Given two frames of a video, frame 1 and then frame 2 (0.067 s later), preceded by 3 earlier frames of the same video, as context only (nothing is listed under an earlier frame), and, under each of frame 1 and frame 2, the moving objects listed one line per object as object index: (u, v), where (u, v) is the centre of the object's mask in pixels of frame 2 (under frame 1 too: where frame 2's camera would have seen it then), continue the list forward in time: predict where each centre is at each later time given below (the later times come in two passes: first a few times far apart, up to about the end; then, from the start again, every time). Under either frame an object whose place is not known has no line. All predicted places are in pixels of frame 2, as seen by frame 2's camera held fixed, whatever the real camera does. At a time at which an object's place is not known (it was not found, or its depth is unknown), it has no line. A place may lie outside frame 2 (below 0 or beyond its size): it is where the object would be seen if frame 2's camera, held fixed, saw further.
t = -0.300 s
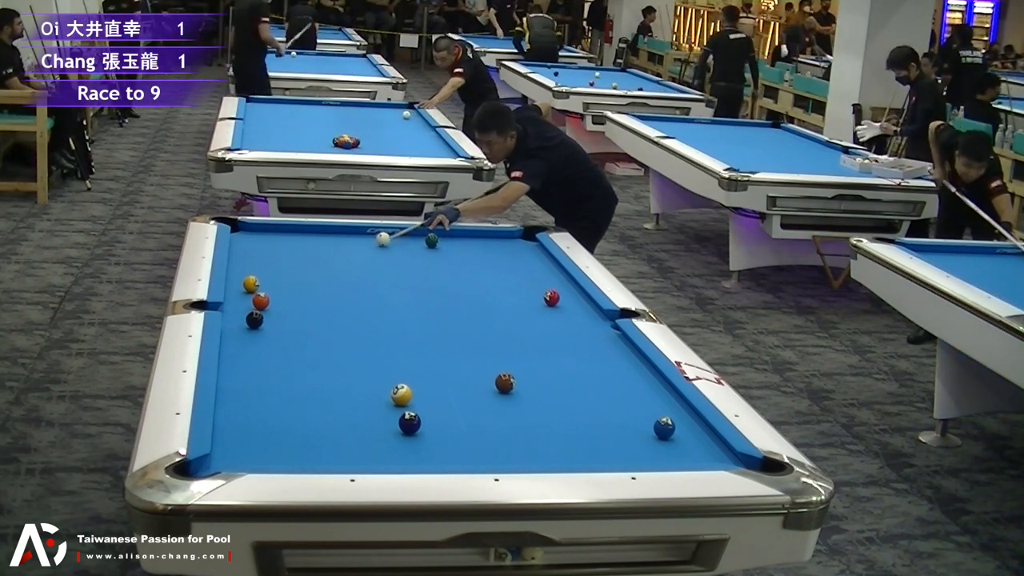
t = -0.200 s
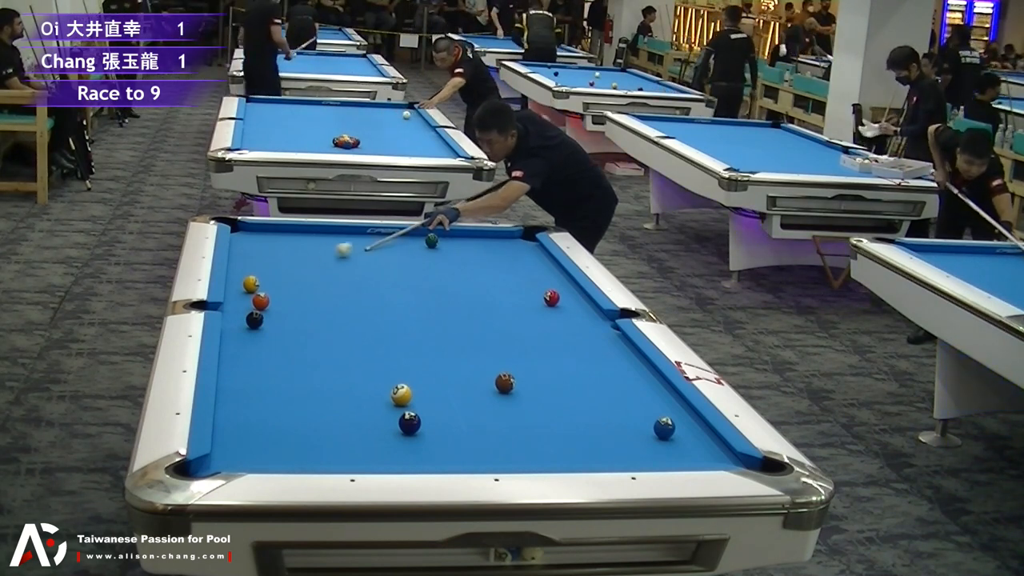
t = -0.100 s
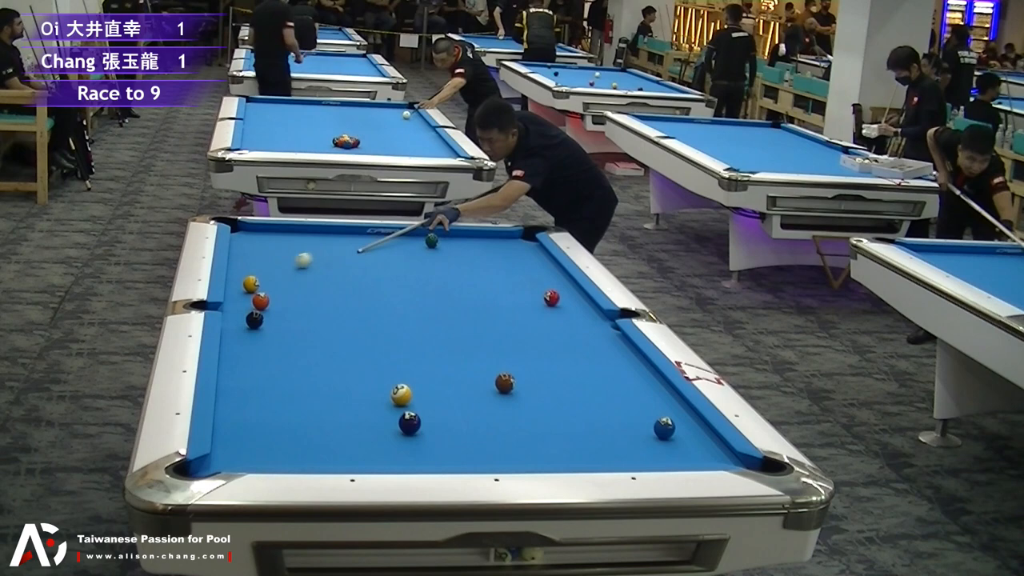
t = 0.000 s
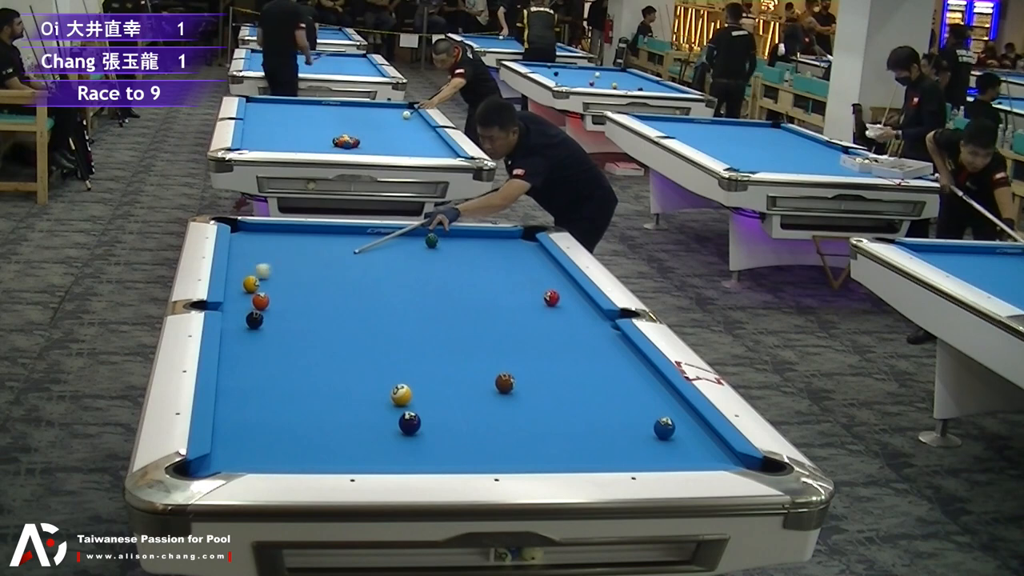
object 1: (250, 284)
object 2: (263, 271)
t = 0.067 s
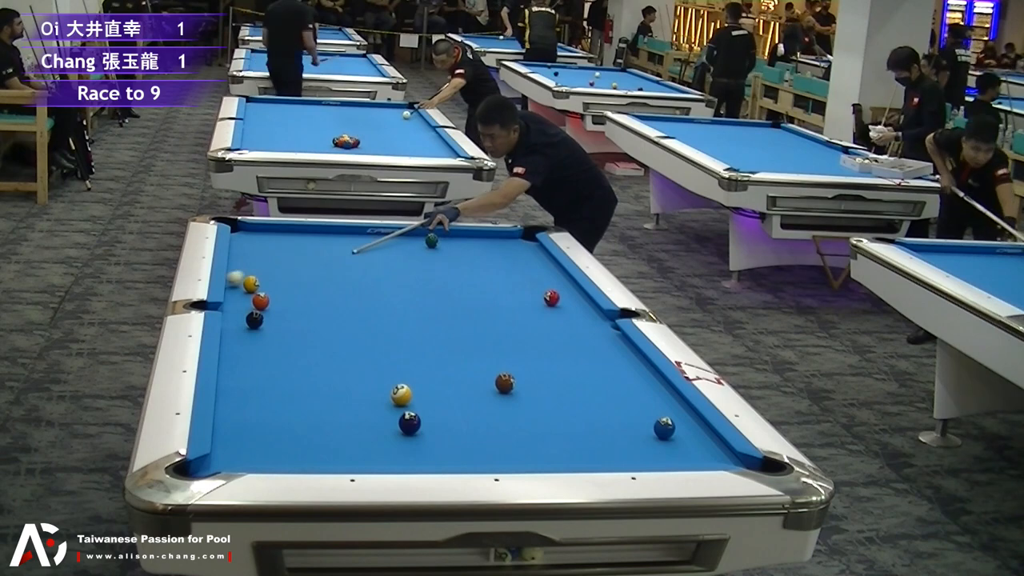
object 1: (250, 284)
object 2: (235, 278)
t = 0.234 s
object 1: (294, 293)
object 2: (234, 283)
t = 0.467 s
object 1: (355, 306)
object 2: (233, 285)
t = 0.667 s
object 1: (408, 316)
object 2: (235, 286)
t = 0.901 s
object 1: (470, 329)
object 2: (236, 288)
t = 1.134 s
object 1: (533, 342)
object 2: (238, 289)
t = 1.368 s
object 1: (599, 355)
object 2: (238, 290)
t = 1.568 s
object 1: (639, 365)
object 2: (238, 291)
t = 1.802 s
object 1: (618, 373)
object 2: (238, 292)
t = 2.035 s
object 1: (600, 381)
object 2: (238, 292)
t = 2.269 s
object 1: (581, 389)
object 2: (237, 292)
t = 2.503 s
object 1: (563, 396)
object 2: (237, 292)
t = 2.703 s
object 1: (547, 403)
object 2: (237, 292)
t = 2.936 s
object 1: (529, 410)
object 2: (237, 292)
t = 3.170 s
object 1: (512, 417)
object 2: (237, 292)
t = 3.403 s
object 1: (494, 424)
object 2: (237, 292)
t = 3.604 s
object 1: (481, 430)
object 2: (237, 292)
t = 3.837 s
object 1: (464, 437)
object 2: (237, 292)
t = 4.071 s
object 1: (449, 443)
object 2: (237, 292)
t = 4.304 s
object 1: (435, 449)
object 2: (237, 292)
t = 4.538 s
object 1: (420, 453)
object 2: (237, 292)
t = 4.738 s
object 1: (409, 456)
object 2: (237, 292)
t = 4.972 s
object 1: (398, 458)
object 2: (237, 292)
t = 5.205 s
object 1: (388, 461)
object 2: (237, 292)
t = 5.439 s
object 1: (380, 460)
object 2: (237, 292)
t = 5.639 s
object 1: (375, 459)
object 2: (237, 292)
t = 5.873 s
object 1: (371, 458)
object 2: (237, 292)
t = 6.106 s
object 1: (369, 458)
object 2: (237, 292)
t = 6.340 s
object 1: (369, 458)
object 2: (237, 292)
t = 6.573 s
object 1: (369, 458)
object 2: (237, 292)
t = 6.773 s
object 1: (369, 458)
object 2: (237, 292)
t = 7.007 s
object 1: (369, 458)
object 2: (237, 292)
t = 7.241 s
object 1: (369, 458)
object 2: (237, 292)
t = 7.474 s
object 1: (369, 458)
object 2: (237, 292)
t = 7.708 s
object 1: (369, 458)
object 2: (237, 292)
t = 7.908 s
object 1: (369, 458)
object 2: (237, 292)
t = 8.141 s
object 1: (369, 458)
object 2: (237, 292)
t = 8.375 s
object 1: (369, 458)
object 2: (237, 292)
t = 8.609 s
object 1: (369, 458)
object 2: (237, 292)
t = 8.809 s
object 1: (369, 458)
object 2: (237, 292)
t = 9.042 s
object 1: (369, 458)
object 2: (237, 292)
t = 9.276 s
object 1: (369, 458)
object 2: (237, 292)
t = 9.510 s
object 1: (369, 458)
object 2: (237, 292)
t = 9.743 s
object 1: (369, 458)
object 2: (237, 292)
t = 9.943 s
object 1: (369, 458)
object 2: (237, 292)
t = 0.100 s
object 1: (251, 284)
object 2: (236, 281)
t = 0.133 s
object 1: (263, 285)
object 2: (236, 282)
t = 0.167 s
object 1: (274, 289)
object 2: (235, 282)
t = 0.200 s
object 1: (284, 291)
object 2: (234, 283)
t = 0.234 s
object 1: (294, 293)
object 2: (234, 283)
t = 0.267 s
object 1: (304, 295)
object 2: (234, 283)
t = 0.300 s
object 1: (313, 297)
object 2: (233, 283)
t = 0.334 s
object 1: (322, 299)
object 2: (233, 284)
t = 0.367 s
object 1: (329, 300)
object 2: (233, 284)
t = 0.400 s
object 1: (338, 302)
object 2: (233, 284)
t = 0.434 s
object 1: (347, 304)
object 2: (233, 285)
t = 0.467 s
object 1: (355, 306)
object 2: (233, 285)
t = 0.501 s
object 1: (364, 308)
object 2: (234, 285)
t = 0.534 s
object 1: (372, 309)
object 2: (234, 285)
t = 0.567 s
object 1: (381, 311)
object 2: (234, 286)
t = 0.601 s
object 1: (390, 313)
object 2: (234, 286)
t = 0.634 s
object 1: (399, 315)
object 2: (235, 286)
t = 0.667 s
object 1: (408, 316)
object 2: (235, 286)
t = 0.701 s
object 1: (416, 318)
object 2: (235, 287)
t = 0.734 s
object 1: (425, 320)
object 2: (235, 287)
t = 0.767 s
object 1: (434, 322)
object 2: (235, 287)
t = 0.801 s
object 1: (443, 324)
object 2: (236, 287)
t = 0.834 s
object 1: (452, 326)
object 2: (236, 288)
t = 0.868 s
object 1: (461, 327)
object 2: (236, 288)
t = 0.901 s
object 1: (470, 329)
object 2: (236, 288)
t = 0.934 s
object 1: (479, 331)
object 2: (237, 289)
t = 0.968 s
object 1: (488, 333)
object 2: (237, 289)
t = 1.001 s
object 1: (497, 335)
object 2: (237, 289)
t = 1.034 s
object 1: (506, 336)
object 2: (237, 289)
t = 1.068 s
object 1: (515, 338)
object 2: (237, 289)
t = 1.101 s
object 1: (524, 340)
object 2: (237, 290)
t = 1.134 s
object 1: (533, 342)
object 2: (238, 289)
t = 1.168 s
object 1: (543, 344)
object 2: (238, 290)
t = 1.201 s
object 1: (552, 346)
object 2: (238, 290)
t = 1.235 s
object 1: (561, 348)
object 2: (238, 290)
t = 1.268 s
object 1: (570, 350)
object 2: (238, 290)
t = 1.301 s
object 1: (580, 351)
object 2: (238, 290)
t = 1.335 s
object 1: (589, 353)
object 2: (238, 290)
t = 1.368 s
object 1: (599, 355)
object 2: (238, 290)
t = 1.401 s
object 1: (608, 357)
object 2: (238, 290)
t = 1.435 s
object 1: (617, 359)
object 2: (238, 291)
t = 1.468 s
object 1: (627, 360)
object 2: (238, 291)
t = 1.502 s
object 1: (636, 362)
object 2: (238, 291)
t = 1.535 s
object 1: (643, 364)
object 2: (238, 291)
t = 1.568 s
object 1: (639, 365)
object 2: (238, 291)
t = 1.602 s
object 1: (636, 366)
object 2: (238, 291)
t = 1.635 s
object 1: (632, 368)
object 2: (238, 291)
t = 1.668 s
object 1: (629, 369)
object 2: (238, 291)
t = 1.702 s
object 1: (626, 370)
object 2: (238, 291)
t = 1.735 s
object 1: (623, 371)
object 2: (238, 291)
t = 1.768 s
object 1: (621, 372)
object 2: (238, 292)
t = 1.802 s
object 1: (618, 373)
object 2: (238, 292)
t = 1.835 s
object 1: (616, 374)
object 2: (238, 292)
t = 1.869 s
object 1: (613, 375)
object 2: (238, 292)
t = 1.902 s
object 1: (610, 377)
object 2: (238, 292)
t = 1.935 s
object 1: (608, 378)
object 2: (238, 292)
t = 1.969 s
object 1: (605, 379)
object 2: (238, 292)
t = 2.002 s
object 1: (603, 380)
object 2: (237, 292)
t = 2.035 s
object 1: (600, 381)
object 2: (238, 292)
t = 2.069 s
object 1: (597, 382)
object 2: (237, 292)
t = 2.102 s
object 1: (594, 383)
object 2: (237, 292)
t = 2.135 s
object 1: (592, 384)
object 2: (237, 292)
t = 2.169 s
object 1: (589, 385)
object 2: (237, 292)
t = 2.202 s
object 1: (586, 386)
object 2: (237, 292)
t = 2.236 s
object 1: (584, 388)
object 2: (237, 292)
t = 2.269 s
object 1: (581, 389)
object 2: (237, 292)
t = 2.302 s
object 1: (578, 390)
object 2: (237, 292)
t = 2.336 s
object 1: (576, 391)
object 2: (237, 292)
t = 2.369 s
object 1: (573, 392)
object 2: (237, 292)
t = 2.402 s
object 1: (570, 393)
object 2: (237, 292)
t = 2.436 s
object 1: (568, 394)
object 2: (237, 292)
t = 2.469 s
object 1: (565, 395)
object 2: (237, 292)
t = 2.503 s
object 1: (563, 396)
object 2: (237, 292)
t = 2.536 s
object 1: (560, 397)
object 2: (237, 292)
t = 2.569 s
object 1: (558, 398)
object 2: (237, 292)
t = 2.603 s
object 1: (555, 399)
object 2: (237, 292)
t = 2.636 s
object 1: (552, 400)
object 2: (237, 292)
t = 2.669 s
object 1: (550, 402)
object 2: (237, 292)
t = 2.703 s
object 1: (547, 403)
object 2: (237, 292)
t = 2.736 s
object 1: (544, 404)
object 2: (237, 292)
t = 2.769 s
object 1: (542, 405)
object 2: (237, 292)
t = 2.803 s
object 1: (539, 406)
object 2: (237, 292)
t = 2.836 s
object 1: (536, 407)
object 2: (237, 292)
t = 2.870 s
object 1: (534, 408)
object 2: (237, 292)
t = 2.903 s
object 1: (531, 409)
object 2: (237, 292)
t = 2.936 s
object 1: (529, 410)
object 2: (237, 292)
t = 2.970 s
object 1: (526, 411)
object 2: (237, 292)
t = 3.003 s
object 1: (524, 412)
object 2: (237, 292)
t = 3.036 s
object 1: (521, 413)
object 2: (237, 292)
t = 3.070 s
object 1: (519, 414)
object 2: (237, 292)
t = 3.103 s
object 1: (516, 415)
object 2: (237, 292)
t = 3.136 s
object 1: (514, 416)
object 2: (237, 292)
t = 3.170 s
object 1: (512, 417)
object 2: (237, 292)
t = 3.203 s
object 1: (509, 419)
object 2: (237, 292)
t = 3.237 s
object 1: (507, 419)
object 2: (237, 292)
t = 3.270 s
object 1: (504, 420)
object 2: (237, 292)
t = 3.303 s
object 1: (502, 421)
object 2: (237, 292)
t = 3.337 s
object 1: (499, 422)
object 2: (237, 292)
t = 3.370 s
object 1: (497, 423)
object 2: (237, 292)
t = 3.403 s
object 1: (494, 424)
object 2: (237, 292)
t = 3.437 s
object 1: (492, 425)
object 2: (237, 292)
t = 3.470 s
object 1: (490, 426)
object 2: (237, 292)
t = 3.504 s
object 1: (487, 427)
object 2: (237, 292)
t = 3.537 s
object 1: (485, 428)
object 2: (237, 292)
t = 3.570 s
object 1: (483, 429)
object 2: (237, 292)
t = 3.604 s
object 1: (481, 430)
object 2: (237, 292)
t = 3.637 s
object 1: (478, 431)
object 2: (237, 292)
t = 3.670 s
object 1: (476, 432)
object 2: (237, 292)
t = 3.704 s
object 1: (473, 433)
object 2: (237, 292)
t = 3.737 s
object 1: (471, 434)
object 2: (237, 292)
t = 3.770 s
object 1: (469, 435)
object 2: (237, 292)
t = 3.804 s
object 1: (466, 436)
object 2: (237, 292)
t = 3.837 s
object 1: (464, 437)
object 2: (237, 292)
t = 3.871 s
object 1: (462, 438)
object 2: (237, 292)
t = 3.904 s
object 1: (460, 438)
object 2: (237, 292)
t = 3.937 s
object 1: (457, 439)
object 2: (237, 292)
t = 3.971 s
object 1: (455, 440)
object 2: (237, 292)
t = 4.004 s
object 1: (453, 441)
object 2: (237, 292)
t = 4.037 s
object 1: (451, 442)
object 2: (237, 292)
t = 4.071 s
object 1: (449, 443)
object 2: (237, 292)
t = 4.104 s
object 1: (447, 444)
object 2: (237, 292)
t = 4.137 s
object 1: (445, 445)
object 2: (237, 292)
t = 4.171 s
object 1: (443, 445)
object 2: (237, 292)
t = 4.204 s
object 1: (441, 446)
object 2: (237, 292)
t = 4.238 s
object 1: (439, 447)
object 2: (237, 292)
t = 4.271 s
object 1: (437, 448)
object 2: (237, 292)
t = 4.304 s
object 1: (435, 449)
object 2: (237, 292)
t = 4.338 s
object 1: (432, 449)
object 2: (237, 292)
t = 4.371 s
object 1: (430, 450)
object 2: (237, 292)
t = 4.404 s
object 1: (428, 451)
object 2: (237, 292)
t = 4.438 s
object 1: (426, 452)
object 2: (237, 292)
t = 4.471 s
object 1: (424, 452)
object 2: (237, 292)
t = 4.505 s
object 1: (422, 453)
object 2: (237, 292)
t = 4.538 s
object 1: (420, 453)
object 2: (237, 292)
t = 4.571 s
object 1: (419, 454)
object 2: (237, 292)
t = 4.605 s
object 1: (417, 454)
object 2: (237, 292)
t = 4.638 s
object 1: (415, 455)
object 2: (237, 292)
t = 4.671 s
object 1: (413, 455)
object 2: (237, 292)
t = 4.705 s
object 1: (412, 456)
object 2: (237, 292)
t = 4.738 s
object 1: (409, 456)
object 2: (237, 292)
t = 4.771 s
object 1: (408, 456)
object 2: (237, 292)
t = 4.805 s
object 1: (406, 457)
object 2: (237, 292)
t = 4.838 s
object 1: (404, 457)
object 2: (237, 292)
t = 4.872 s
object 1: (403, 457)
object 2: (237, 292)
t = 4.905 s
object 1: (401, 458)
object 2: (237, 292)
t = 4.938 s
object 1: (399, 458)
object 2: (237, 292)
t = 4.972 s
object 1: (398, 458)
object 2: (237, 292)
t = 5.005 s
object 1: (396, 459)
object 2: (237, 292)
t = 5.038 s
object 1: (395, 459)
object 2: (237, 292)
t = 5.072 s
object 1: (393, 460)
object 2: (237, 292)
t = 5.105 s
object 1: (392, 460)
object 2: (237, 292)
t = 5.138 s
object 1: (391, 460)
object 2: (237, 292)
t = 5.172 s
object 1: (389, 461)
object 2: (237, 292)
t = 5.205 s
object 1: (388, 461)
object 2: (237, 292)
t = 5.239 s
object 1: (386, 461)
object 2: (237, 292)
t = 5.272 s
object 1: (385, 461)
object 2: (237, 292)
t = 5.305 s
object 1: (384, 461)
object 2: (237, 292)
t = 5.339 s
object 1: (383, 460)
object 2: (237, 292)
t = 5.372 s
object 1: (382, 460)
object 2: (237, 292)
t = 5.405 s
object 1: (381, 460)
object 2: (237, 292)
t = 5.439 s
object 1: (380, 460)
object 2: (237, 292)
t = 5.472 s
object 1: (379, 460)
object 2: (237, 292)
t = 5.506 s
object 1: (378, 459)
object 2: (237, 292)
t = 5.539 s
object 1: (378, 459)
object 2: (237, 292)
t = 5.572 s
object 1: (377, 459)
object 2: (237, 292)
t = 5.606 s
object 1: (376, 459)
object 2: (237, 292)
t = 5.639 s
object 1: (375, 459)
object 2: (237, 292)
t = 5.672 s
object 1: (374, 459)
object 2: (237, 292)
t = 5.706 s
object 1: (374, 459)
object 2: (237, 292)
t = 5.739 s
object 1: (373, 459)
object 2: (237, 292)
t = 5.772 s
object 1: (372, 459)
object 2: (237, 292)
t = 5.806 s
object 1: (372, 459)
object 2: (237, 292)
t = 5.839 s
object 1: (371, 458)
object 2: (237, 292)
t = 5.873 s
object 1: (371, 458)
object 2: (237, 292)
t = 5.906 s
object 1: (370, 458)
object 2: (237, 292)
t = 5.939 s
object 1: (370, 458)
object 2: (237, 292)
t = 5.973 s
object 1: (370, 458)
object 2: (237, 292)
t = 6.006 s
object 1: (369, 458)
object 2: (237, 292)
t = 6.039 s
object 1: (369, 458)
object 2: (237, 292)
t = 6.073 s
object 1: (369, 458)
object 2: (237, 292)
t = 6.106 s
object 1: (369, 458)
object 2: (237, 292)
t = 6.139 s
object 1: (369, 458)
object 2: (237, 292)
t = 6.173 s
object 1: (369, 458)
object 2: (237, 292)
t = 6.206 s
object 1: (369, 458)
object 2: (237, 292)
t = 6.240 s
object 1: (369, 458)
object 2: (237, 292)
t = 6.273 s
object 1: (369, 458)
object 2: (237, 292)
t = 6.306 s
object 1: (369, 458)
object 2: (237, 292)
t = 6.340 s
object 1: (369, 458)
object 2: (237, 292)
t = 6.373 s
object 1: (369, 458)
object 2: (237, 292)
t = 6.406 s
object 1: (369, 458)
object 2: (237, 292)
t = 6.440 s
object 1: (369, 458)
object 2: (237, 292)
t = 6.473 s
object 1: (369, 458)
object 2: (237, 292)
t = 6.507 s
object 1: (369, 458)
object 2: (237, 292)
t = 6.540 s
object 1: (369, 458)
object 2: (237, 292)
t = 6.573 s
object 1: (369, 458)
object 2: (237, 292)
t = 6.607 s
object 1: (369, 458)
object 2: (237, 292)
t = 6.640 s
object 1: (369, 458)
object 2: (237, 292)
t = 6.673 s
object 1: (369, 458)
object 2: (237, 292)
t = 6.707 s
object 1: (369, 458)
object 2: (237, 292)
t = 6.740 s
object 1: (369, 458)
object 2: (237, 292)
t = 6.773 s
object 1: (369, 458)
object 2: (237, 292)
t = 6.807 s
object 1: (369, 458)
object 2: (237, 292)
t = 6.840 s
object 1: (369, 458)
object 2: (237, 292)
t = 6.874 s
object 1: (369, 458)
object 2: (237, 292)
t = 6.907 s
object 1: (369, 458)
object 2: (237, 292)
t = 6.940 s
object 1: (369, 458)
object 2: (237, 292)
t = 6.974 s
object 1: (369, 458)
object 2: (237, 292)
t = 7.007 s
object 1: (369, 458)
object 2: (237, 292)
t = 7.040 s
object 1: (369, 458)
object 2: (237, 292)
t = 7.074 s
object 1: (369, 458)
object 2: (237, 292)
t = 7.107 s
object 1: (369, 458)
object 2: (237, 292)
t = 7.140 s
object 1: (369, 458)
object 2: (237, 292)
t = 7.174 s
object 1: (369, 458)
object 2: (237, 292)
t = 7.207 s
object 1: (369, 458)
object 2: (237, 292)
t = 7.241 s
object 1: (369, 458)
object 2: (237, 292)
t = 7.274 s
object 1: (369, 458)
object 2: (237, 292)
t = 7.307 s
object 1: (369, 458)
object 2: (237, 292)
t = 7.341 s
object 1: (369, 458)
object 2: (237, 292)
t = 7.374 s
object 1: (369, 458)
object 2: (237, 292)
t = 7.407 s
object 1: (369, 458)
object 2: (237, 292)
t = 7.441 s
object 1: (369, 458)
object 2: (237, 292)
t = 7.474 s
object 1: (369, 458)
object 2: (237, 292)
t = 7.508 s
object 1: (369, 458)
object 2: (237, 292)
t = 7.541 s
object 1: (369, 458)
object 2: (237, 292)
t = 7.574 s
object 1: (369, 458)
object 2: (237, 292)
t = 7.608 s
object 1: (369, 458)
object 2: (237, 292)
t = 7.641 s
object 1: (369, 458)
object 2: (237, 292)
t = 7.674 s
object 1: (369, 458)
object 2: (237, 292)
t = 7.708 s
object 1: (369, 458)
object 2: (237, 292)
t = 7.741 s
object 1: (369, 458)
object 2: (237, 292)
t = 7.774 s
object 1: (369, 458)
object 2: (237, 292)
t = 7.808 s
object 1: (369, 458)
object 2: (237, 292)
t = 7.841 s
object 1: (369, 458)
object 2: (237, 292)
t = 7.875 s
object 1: (369, 458)
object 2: (237, 292)
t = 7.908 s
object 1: (369, 458)
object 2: (237, 292)
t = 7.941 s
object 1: (369, 458)
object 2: (237, 292)
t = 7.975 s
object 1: (369, 458)
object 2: (237, 292)
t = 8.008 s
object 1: (369, 458)
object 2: (237, 292)
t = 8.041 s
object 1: (369, 458)
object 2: (237, 292)
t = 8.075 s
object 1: (369, 458)
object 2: (237, 292)
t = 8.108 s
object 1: (369, 458)
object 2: (237, 292)
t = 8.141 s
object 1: (369, 458)
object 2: (237, 292)
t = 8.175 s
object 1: (369, 458)
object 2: (237, 292)
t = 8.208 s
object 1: (369, 458)
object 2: (237, 292)
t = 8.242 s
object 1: (369, 458)
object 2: (237, 292)
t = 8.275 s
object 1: (369, 458)
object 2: (237, 292)
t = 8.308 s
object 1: (369, 458)
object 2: (237, 292)
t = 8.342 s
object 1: (369, 458)
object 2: (237, 292)
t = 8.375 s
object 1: (369, 458)
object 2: (237, 292)
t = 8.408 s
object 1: (369, 458)
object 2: (237, 292)
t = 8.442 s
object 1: (369, 458)
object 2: (237, 292)
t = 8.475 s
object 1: (369, 458)
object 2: (237, 292)
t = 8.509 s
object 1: (369, 458)
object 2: (237, 292)
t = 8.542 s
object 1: (369, 458)
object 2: (237, 292)
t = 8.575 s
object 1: (369, 458)
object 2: (237, 292)
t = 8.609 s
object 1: (369, 458)
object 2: (237, 292)
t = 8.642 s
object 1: (369, 458)
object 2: (237, 292)
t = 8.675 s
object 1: (369, 458)
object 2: (237, 292)
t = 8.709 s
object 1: (369, 458)
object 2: (237, 292)
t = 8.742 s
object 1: (369, 458)
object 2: (237, 292)
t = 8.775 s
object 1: (369, 458)
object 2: (237, 292)
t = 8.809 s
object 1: (369, 458)
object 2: (237, 292)
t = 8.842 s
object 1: (369, 458)
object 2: (237, 292)
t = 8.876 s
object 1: (369, 458)
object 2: (237, 292)
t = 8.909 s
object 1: (369, 458)
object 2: (237, 292)
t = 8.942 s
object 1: (369, 458)
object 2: (237, 292)
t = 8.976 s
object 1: (369, 458)
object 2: (237, 292)
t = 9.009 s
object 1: (369, 458)
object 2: (237, 292)
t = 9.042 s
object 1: (369, 458)
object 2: (237, 292)
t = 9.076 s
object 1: (369, 458)
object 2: (237, 292)
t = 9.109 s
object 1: (369, 458)
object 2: (237, 292)
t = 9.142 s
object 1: (369, 458)
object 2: (237, 292)
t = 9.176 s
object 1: (369, 458)
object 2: (237, 292)
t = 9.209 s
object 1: (369, 458)
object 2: (237, 292)
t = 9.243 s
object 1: (369, 458)
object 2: (237, 292)
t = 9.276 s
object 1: (369, 458)
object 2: (237, 292)
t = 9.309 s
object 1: (369, 458)
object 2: (237, 292)
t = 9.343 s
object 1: (369, 458)
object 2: (237, 292)
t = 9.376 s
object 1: (369, 458)
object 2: (237, 292)
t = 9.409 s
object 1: (369, 458)
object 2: (237, 292)
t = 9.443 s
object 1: (369, 458)
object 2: (237, 292)
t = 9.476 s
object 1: (369, 458)
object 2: (237, 292)
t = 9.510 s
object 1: (369, 458)
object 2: (237, 292)
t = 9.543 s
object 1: (369, 458)
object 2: (237, 292)
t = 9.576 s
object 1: (369, 458)
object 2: (237, 292)
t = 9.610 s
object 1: (369, 458)
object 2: (237, 292)
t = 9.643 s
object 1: (369, 458)
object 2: (237, 292)
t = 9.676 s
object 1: (369, 458)
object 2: (237, 292)
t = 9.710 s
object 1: (369, 458)
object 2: (237, 292)
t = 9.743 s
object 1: (369, 458)
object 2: (237, 292)
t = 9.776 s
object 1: (369, 458)
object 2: (237, 292)
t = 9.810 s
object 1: (369, 458)
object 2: (237, 292)
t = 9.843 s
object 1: (369, 458)
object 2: (237, 292)
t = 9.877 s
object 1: (369, 458)
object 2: (237, 292)
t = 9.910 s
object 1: (369, 458)
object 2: (237, 292)
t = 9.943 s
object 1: (369, 458)
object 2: (237, 292)
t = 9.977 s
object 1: (369, 458)
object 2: (237, 292)
